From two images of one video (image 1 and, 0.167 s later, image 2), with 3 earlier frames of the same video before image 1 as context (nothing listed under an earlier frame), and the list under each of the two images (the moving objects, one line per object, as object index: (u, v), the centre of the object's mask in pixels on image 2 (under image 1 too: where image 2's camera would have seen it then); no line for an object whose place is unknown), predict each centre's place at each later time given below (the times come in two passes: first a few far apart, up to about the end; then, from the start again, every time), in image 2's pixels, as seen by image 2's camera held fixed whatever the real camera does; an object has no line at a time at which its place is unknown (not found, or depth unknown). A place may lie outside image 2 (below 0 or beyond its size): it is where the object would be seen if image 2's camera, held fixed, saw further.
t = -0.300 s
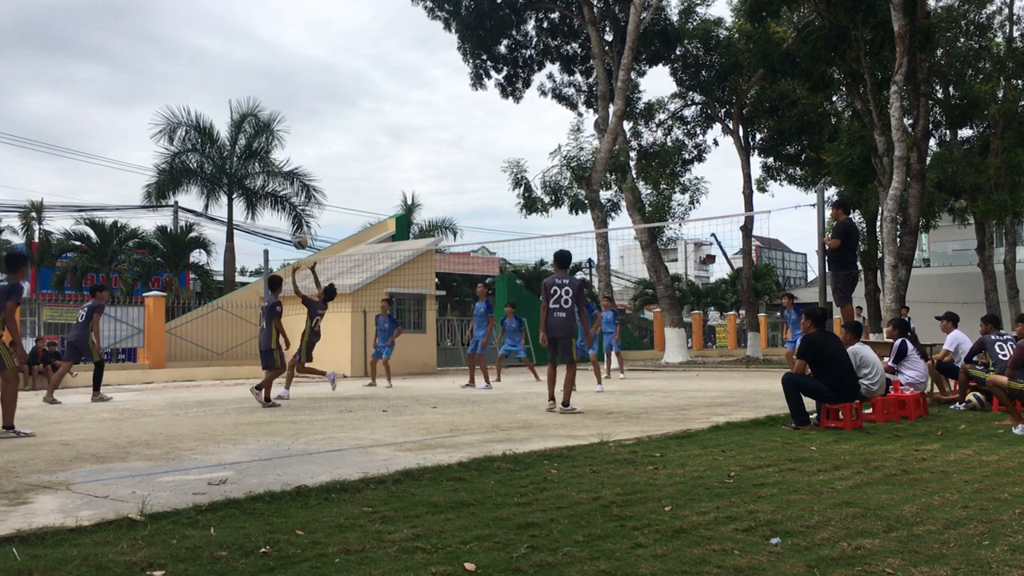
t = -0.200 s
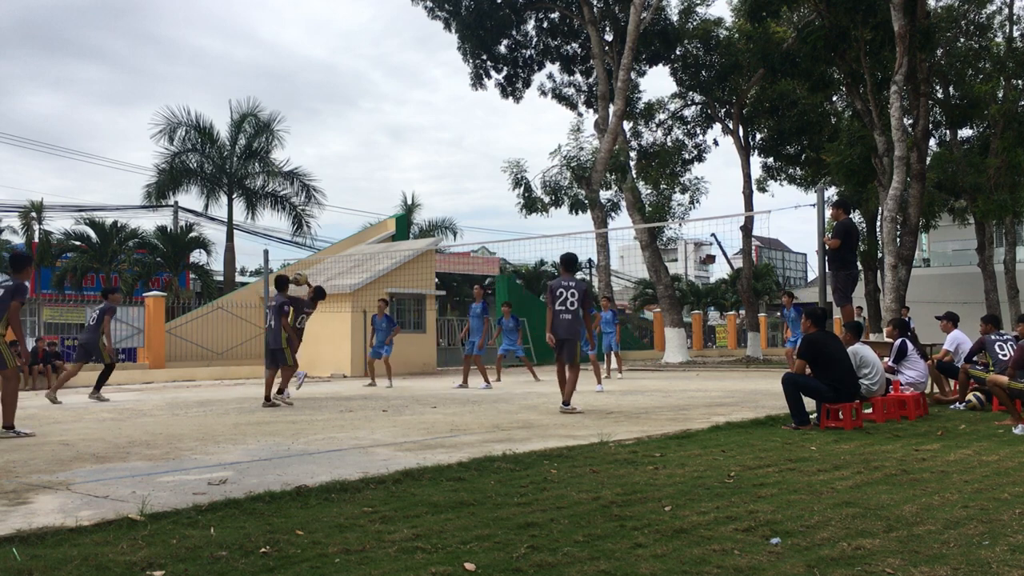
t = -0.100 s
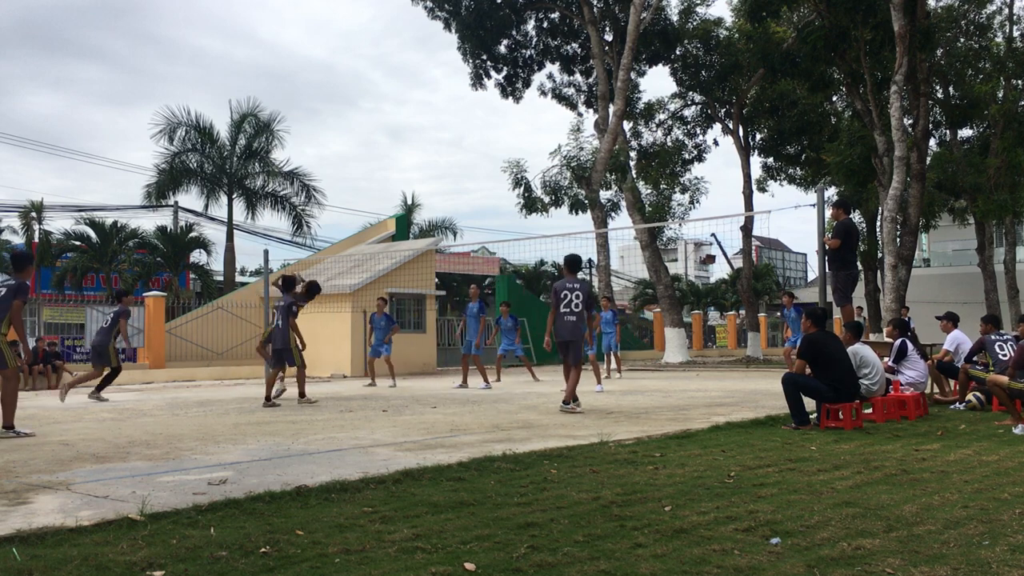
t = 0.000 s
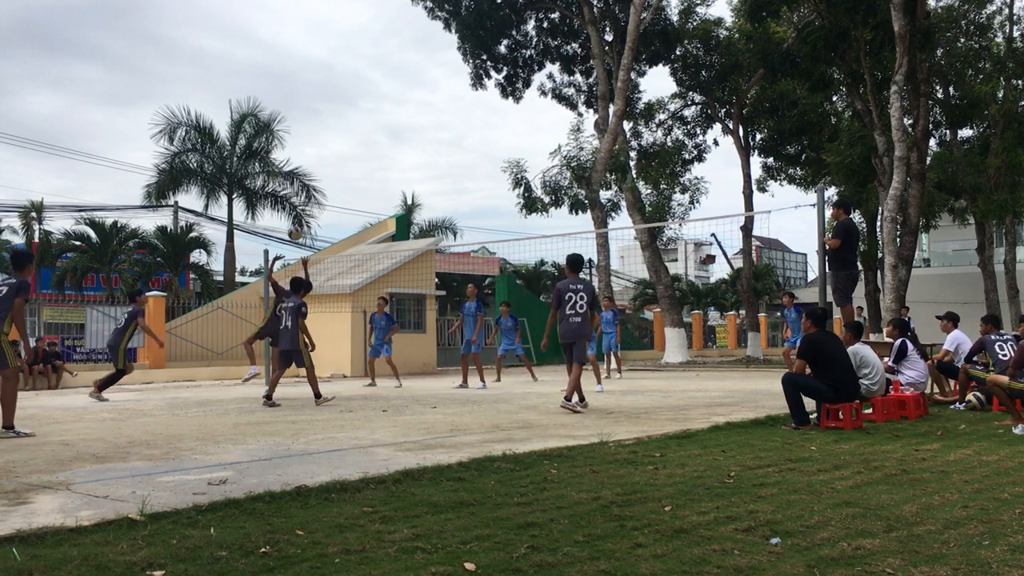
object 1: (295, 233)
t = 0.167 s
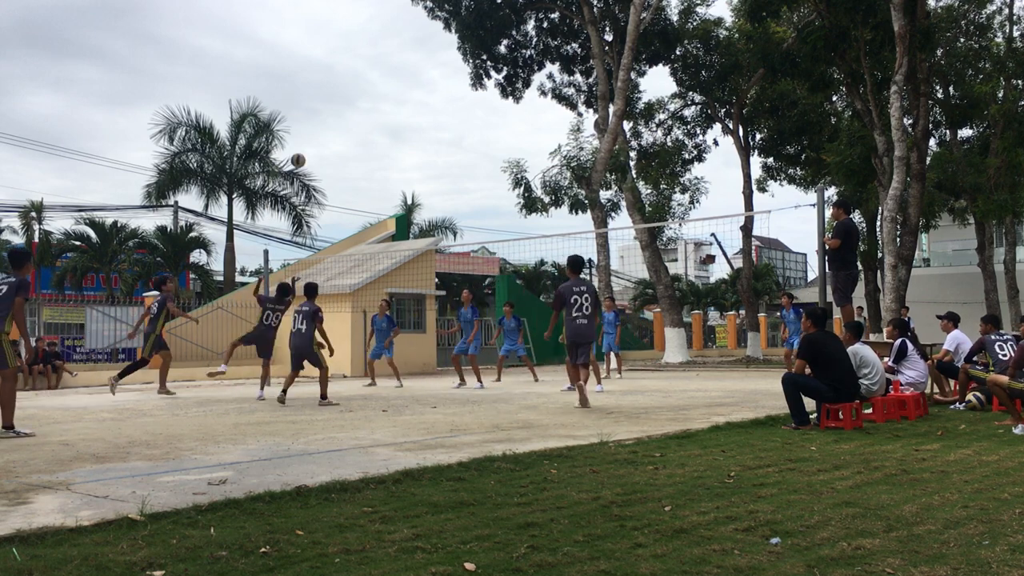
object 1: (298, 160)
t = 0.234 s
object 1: (299, 137)
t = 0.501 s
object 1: (304, 77)
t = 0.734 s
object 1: (308, 65)
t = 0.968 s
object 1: (312, 88)
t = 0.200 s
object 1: (298, 148)
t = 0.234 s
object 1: (299, 137)
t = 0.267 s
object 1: (299, 127)
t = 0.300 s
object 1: (300, 117)
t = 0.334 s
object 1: (301, 109)
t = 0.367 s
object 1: (301, 101)
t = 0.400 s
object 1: (302, 94)
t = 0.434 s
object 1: (302, 87)
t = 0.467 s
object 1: (303, 82)
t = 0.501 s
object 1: (304, 77)
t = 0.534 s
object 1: (304, 73)
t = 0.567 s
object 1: (305, 70)
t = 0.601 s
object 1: (305, 68)
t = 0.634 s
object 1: (306, 66)
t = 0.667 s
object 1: (307, 65)
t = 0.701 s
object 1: (307, 64)
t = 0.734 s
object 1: (308, 65)
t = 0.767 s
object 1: (309, 66)
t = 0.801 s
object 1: (309, 68)
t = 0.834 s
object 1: (310, 70)
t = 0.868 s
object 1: (310, 73)
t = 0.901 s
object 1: (311, 77)
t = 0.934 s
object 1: (311, 82)
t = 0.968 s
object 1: (312, 88)
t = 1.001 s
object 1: (312, 94)
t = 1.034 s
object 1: (313, 100)
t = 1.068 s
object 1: (313, 107)
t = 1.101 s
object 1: (314, 115)
